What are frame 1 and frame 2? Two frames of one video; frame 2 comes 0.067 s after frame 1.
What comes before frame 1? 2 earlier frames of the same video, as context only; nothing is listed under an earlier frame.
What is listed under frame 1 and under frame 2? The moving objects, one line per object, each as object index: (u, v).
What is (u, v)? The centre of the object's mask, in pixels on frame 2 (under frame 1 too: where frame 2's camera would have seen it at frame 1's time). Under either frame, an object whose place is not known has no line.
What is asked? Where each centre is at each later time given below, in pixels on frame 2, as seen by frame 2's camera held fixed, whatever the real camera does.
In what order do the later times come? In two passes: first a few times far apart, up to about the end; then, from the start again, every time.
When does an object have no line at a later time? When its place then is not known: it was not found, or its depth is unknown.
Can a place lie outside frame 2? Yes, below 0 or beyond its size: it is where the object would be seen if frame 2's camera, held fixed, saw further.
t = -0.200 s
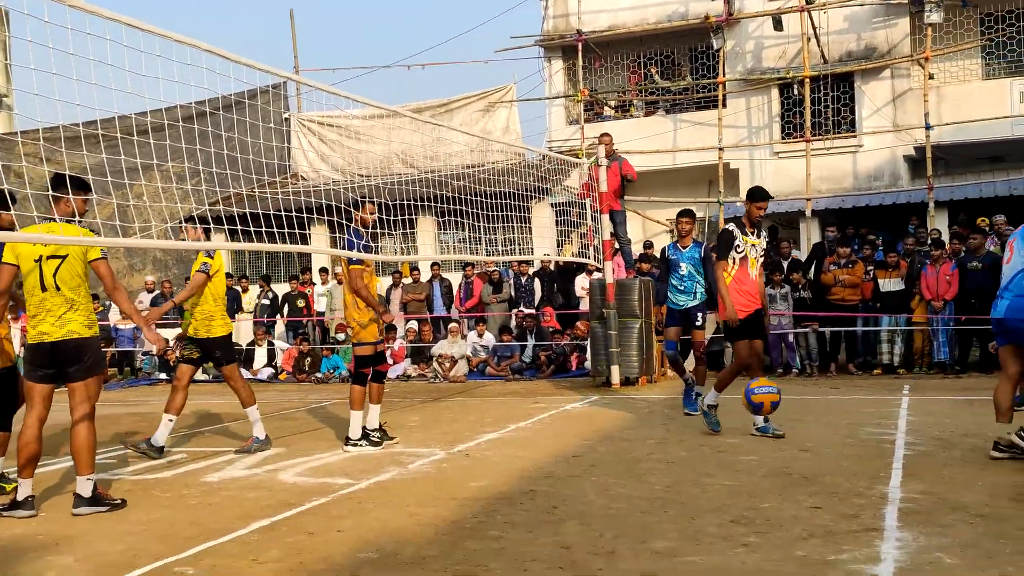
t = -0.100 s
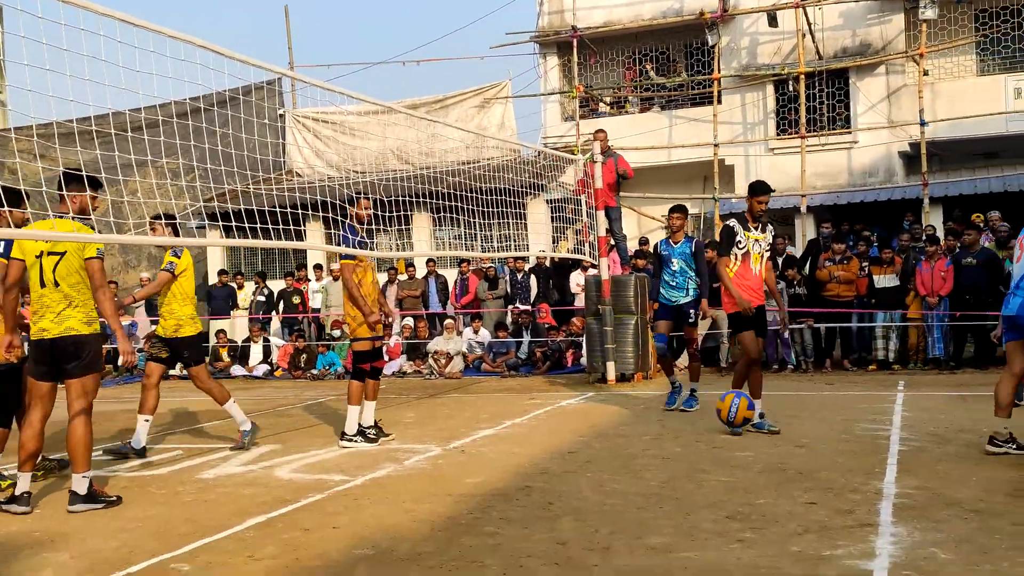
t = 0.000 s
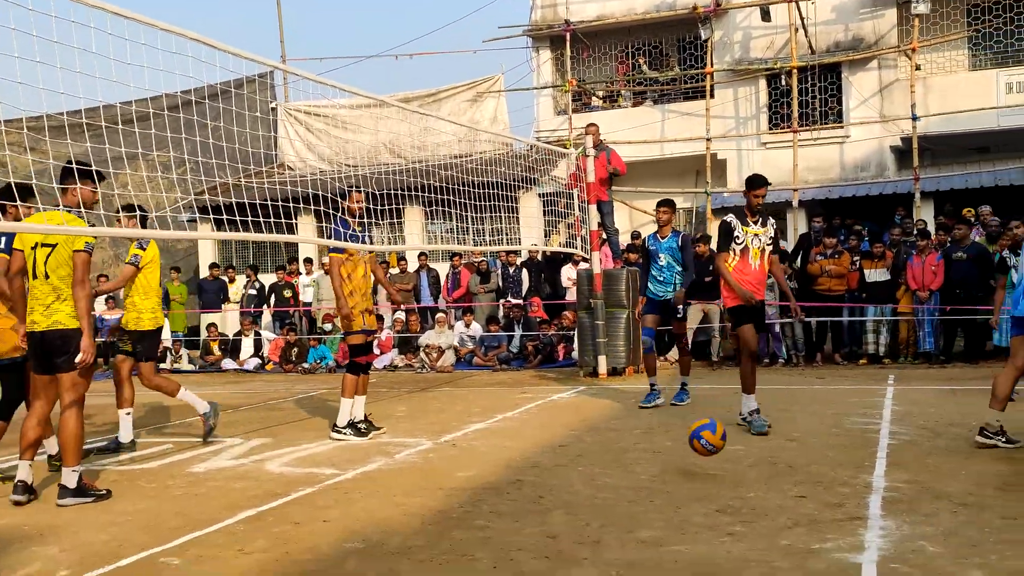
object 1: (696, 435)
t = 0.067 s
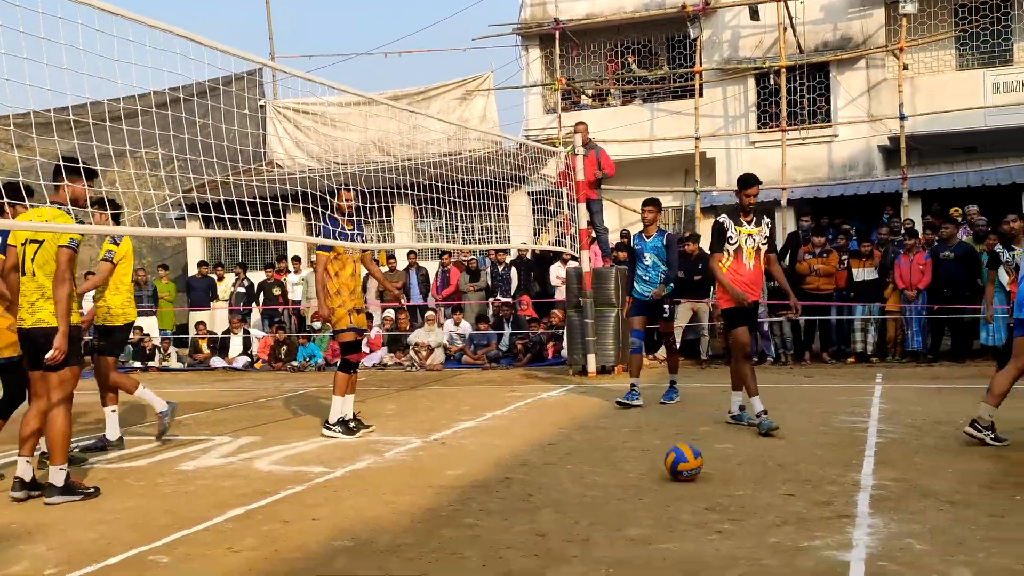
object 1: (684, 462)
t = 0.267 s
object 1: (640, 415)
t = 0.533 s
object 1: (581, 466)
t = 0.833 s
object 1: (529, 438)
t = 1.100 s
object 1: (483, 455)
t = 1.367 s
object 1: (440, 479)
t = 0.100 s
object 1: (676, 450)
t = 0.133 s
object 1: (669, 439)
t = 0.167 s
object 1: (661, 430)
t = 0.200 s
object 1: (654, 424)
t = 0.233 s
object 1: (647, 419)
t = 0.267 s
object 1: (640, 415)
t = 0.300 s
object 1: (632, 415)
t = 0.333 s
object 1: (624, 415)
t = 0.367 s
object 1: (616, 418)
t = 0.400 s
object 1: (609, 424)
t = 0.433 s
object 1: (602, 431)
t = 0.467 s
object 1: (595, 441)
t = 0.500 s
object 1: (588, 452)
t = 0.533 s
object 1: (581, 466)
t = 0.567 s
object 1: (575, 465)
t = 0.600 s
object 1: (569, 455)
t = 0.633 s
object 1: (564, 447)
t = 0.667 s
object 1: (558, 441)
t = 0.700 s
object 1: (552, 436)
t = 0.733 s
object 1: (546, 434)
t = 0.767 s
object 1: (541, 433)
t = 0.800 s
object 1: (535, 435)
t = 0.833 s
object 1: (529, 438)
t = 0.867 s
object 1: (524, 444)
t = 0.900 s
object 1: (518, 452)
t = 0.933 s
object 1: (512, 461)
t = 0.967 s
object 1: (506, 474)
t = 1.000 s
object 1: (500, 473)
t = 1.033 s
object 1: (494, 465)
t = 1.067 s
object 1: (488, 459)
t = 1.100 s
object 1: (483, 455)
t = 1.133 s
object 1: (477, 452)
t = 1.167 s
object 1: (471, 452)
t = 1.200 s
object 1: (466, 454)
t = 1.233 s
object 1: (461, 458)
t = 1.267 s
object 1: (456, 464)
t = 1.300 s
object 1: (451, 472)
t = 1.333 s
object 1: (446, 483)
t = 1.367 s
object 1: (440, 479)
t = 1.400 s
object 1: (434, 473)
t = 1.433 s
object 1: (428, 469)
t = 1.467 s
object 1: (422, 467)
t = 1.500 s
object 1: (415, 467)
